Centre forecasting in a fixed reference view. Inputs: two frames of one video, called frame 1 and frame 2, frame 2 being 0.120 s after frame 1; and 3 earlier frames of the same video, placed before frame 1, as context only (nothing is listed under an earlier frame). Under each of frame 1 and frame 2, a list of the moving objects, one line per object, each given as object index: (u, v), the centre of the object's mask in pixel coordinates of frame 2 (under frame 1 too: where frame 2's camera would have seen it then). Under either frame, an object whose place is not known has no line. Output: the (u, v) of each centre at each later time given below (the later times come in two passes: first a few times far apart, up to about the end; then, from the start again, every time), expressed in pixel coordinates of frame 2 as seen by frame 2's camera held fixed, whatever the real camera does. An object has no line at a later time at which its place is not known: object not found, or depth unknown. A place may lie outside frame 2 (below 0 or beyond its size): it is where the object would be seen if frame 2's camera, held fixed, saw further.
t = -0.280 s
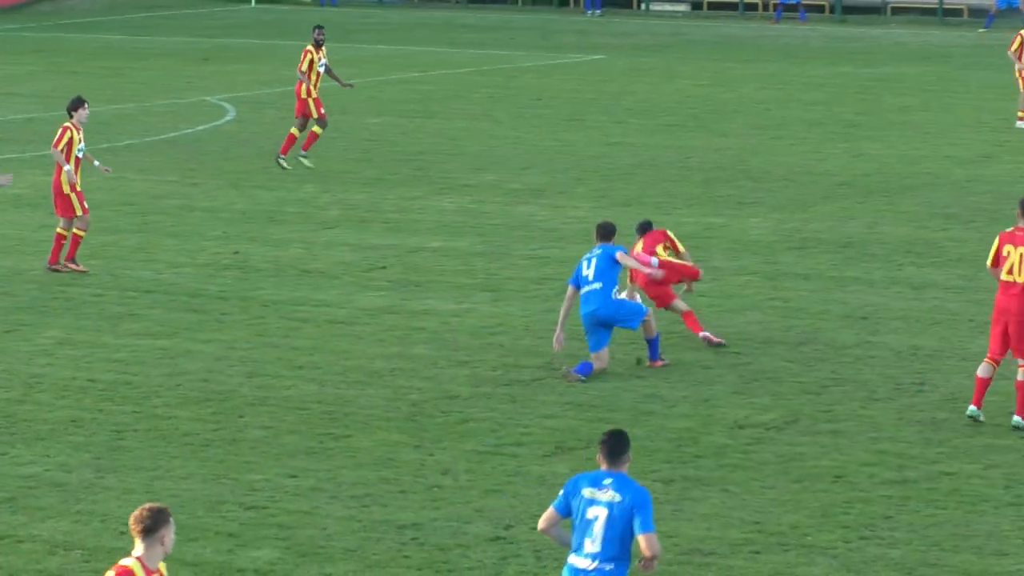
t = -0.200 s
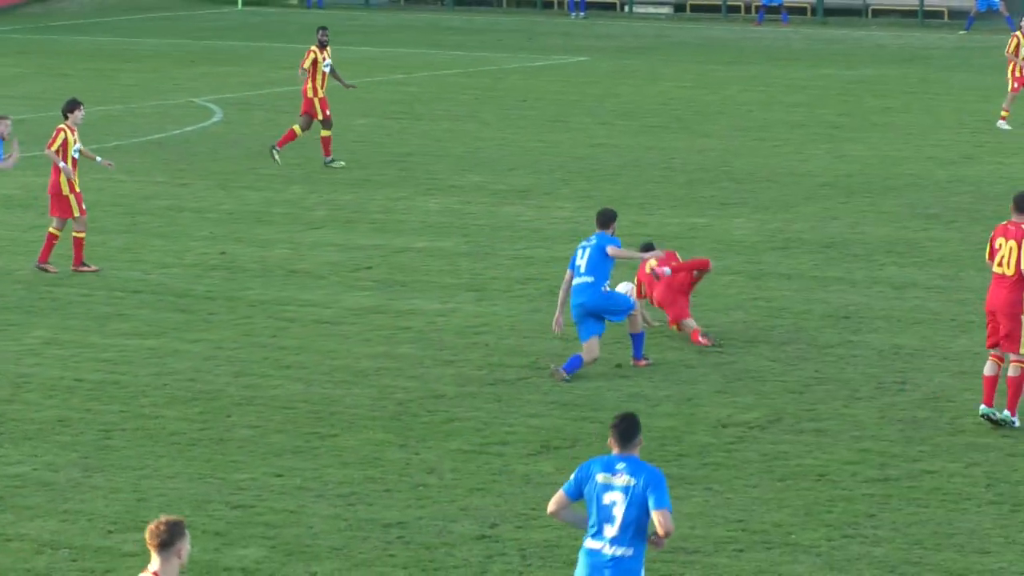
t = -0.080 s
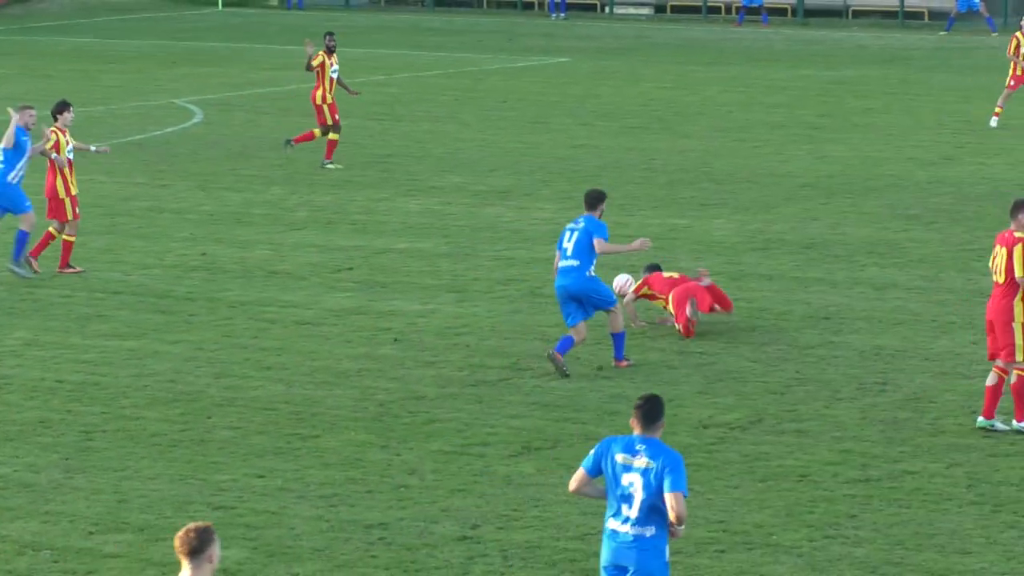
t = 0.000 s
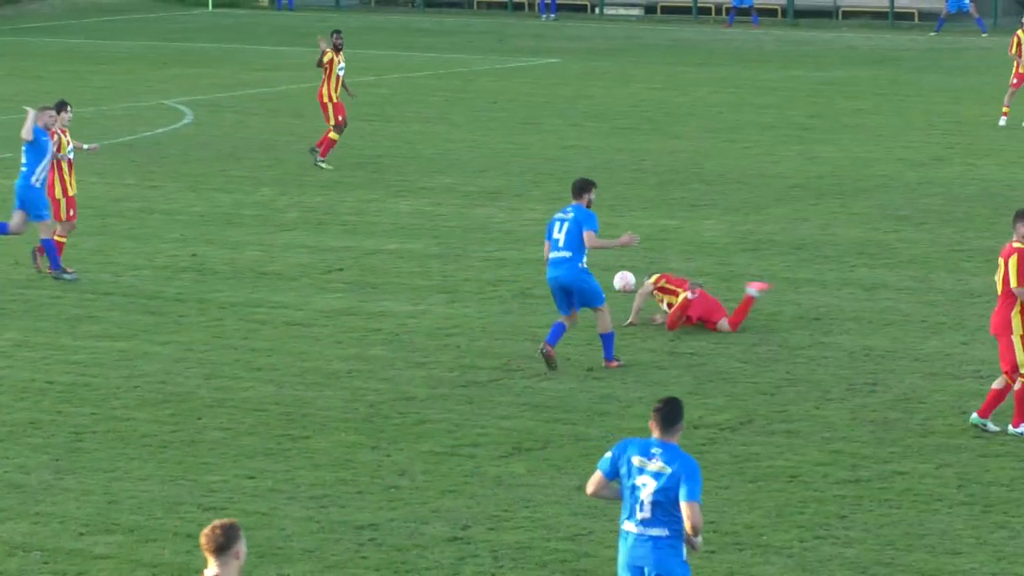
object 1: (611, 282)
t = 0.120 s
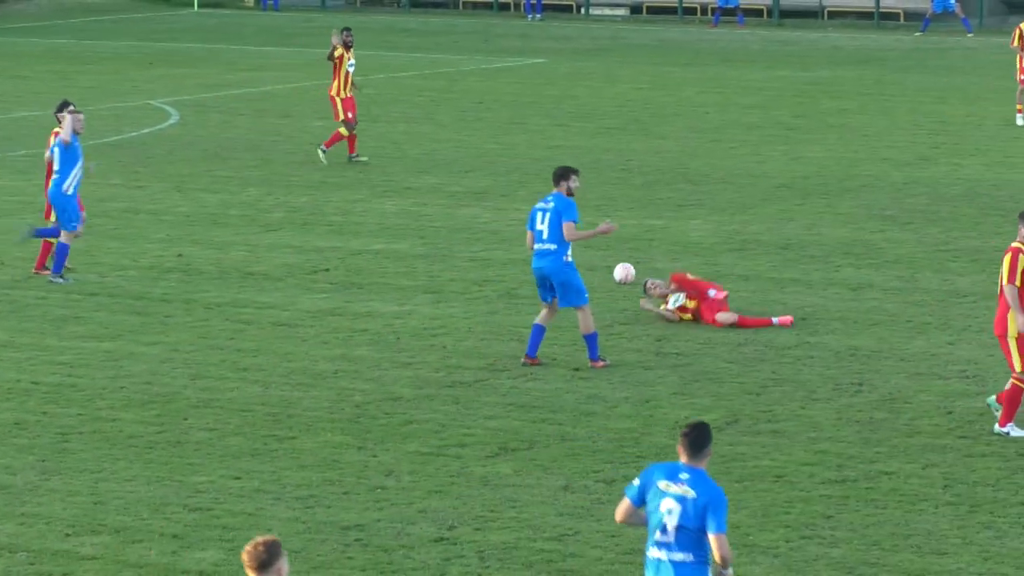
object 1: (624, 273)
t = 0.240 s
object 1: (637, 264)
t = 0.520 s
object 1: (662, 248)
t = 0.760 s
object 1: (680, 234)
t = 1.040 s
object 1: (697, 220)
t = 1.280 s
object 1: (706, 213)
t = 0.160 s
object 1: (628, 271)
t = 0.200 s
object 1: (633, 268)
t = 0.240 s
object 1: (637, 264)
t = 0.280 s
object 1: (641, 263)
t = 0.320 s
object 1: (645, 259)
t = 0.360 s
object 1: (648, 256)
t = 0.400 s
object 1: (652, 255)
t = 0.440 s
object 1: (655, 252)
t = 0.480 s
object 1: (658, 249)
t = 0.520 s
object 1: (662, 248)
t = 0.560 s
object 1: (665, 246)
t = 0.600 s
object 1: (668, 243)
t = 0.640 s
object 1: (671, 240)
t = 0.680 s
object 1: (674, 239)
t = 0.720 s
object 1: (677, 237)
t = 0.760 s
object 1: (680, 234)
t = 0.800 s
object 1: (682, 232)
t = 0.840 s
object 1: (685, 231)
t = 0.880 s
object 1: (687, 229)
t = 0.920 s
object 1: (690, 227)
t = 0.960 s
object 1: (692, 225)
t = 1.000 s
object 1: (695, 222)
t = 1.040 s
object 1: (697, 220)
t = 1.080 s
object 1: (699, 220)
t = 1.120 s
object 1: (701, 219)
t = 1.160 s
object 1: (703, 216)
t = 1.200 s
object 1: (705, 213)
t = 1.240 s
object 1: (707, 212)
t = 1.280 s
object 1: (706, 213)
